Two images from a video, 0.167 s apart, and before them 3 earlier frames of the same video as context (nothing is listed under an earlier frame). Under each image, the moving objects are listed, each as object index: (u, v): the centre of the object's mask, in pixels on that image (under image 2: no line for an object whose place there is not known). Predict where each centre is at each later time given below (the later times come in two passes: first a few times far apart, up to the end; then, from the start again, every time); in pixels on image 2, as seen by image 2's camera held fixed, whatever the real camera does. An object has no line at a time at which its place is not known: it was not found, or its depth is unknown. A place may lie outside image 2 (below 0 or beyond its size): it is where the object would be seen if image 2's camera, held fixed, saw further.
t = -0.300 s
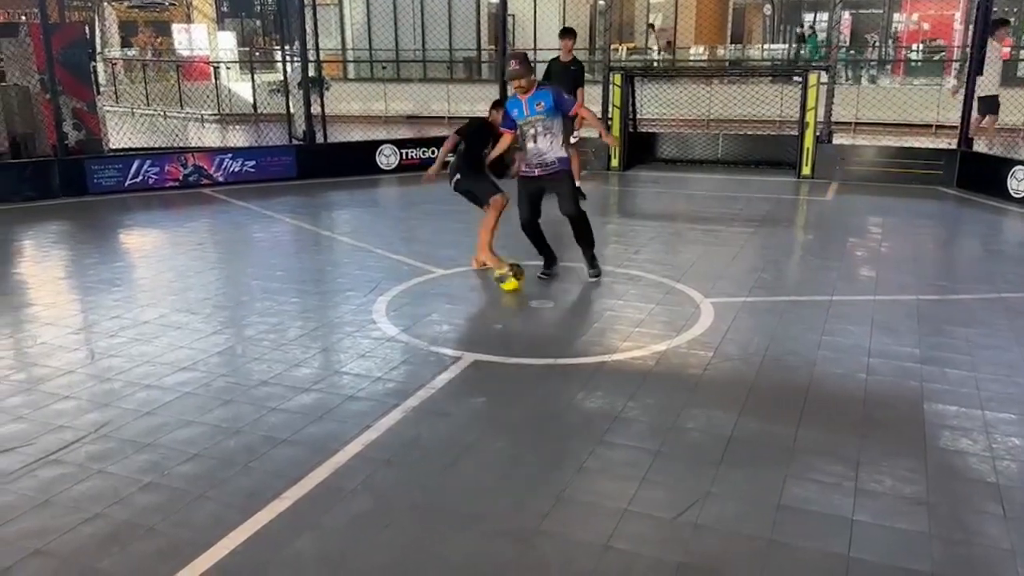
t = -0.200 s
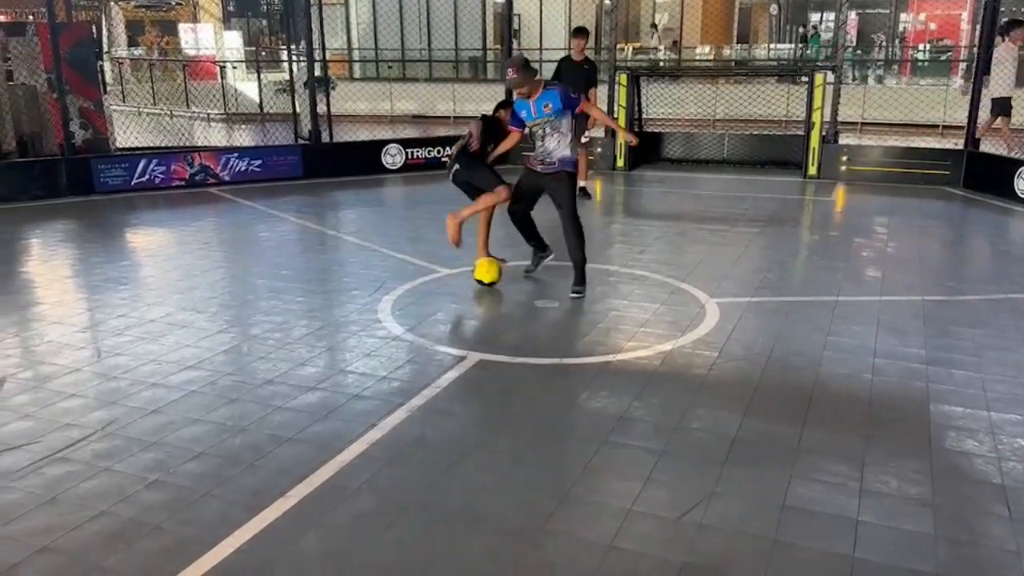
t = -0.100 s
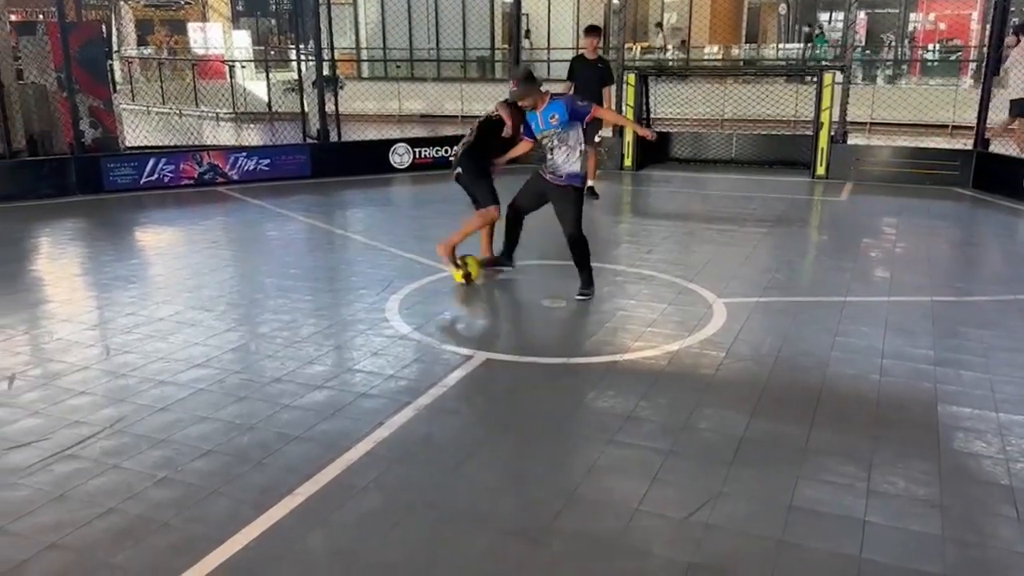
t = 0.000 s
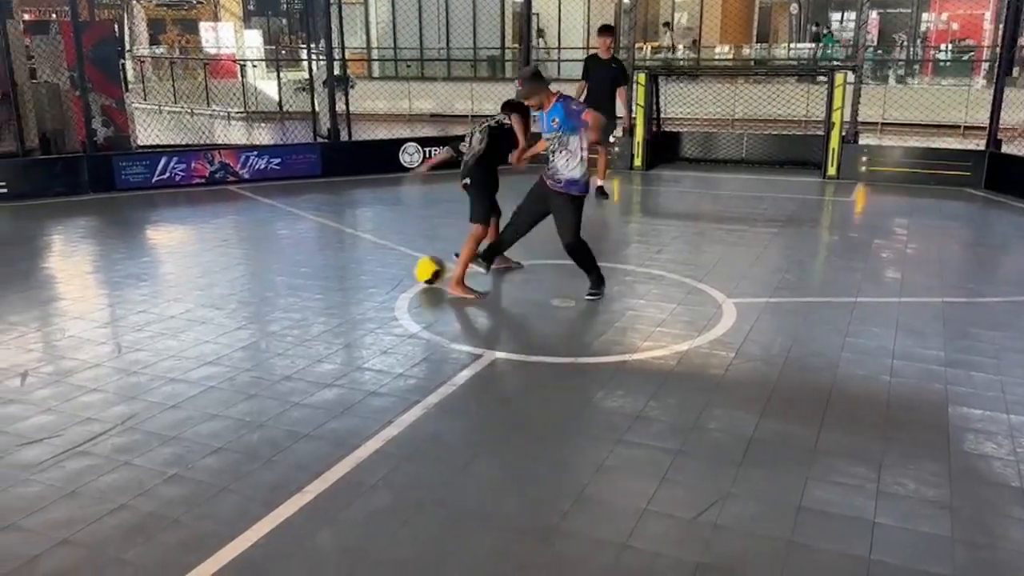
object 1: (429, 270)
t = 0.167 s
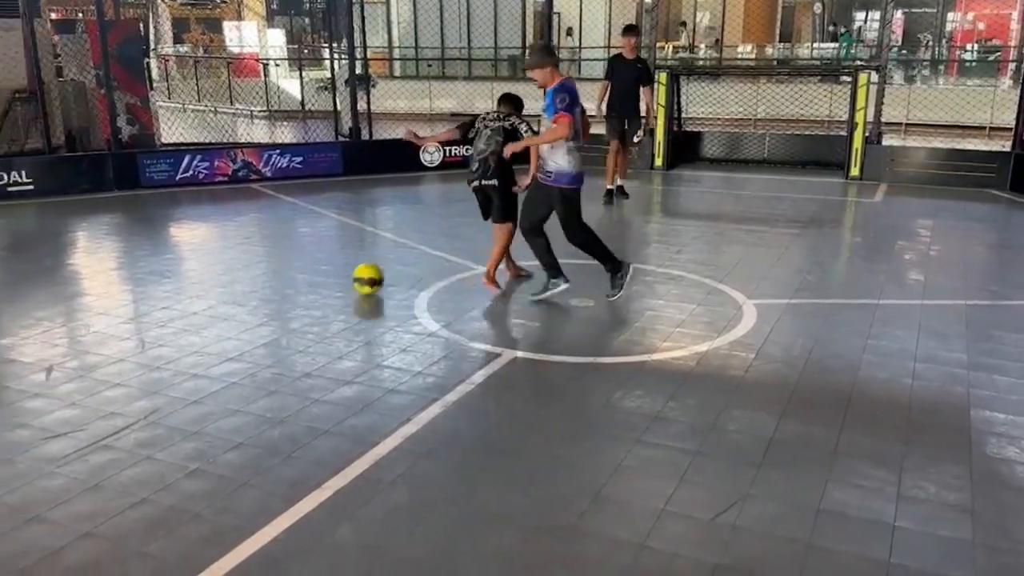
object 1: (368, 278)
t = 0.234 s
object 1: (334, 281)
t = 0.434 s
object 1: (231, 291)
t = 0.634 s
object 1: (122, 301)
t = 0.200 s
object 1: (351, 279)
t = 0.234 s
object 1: (334, 281)
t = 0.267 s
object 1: (318, 284)
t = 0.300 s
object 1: (300, 285)
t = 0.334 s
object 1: (283, 287)
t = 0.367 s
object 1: (265, 288)
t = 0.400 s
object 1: (248, 290)
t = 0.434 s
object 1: (231, 291)
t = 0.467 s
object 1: (213, 293)
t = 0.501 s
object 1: (195, 294)
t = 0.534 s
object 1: (177, 296)
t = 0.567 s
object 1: (159, 297)
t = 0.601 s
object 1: (140, 299)
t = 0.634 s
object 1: (122, 301)
